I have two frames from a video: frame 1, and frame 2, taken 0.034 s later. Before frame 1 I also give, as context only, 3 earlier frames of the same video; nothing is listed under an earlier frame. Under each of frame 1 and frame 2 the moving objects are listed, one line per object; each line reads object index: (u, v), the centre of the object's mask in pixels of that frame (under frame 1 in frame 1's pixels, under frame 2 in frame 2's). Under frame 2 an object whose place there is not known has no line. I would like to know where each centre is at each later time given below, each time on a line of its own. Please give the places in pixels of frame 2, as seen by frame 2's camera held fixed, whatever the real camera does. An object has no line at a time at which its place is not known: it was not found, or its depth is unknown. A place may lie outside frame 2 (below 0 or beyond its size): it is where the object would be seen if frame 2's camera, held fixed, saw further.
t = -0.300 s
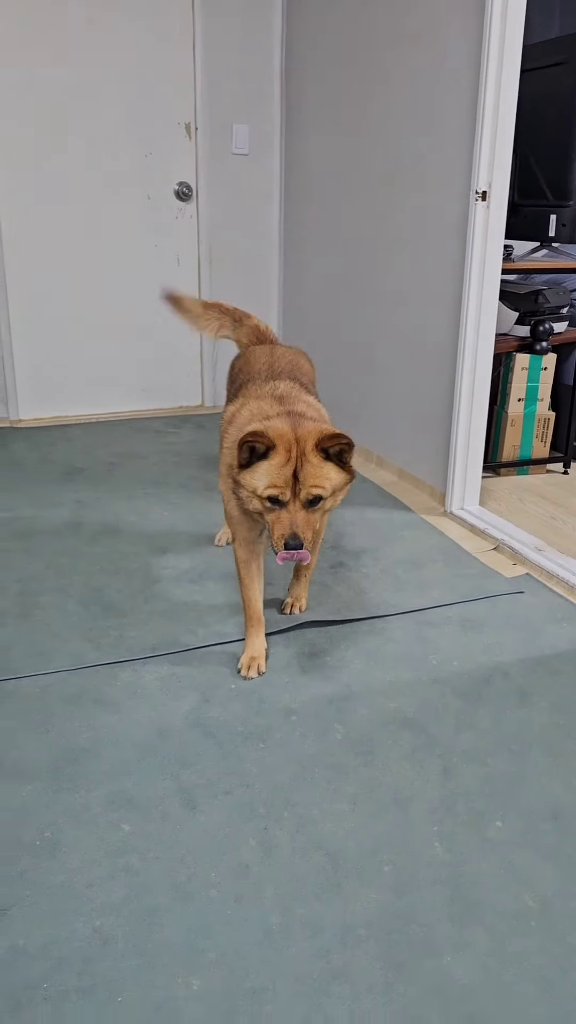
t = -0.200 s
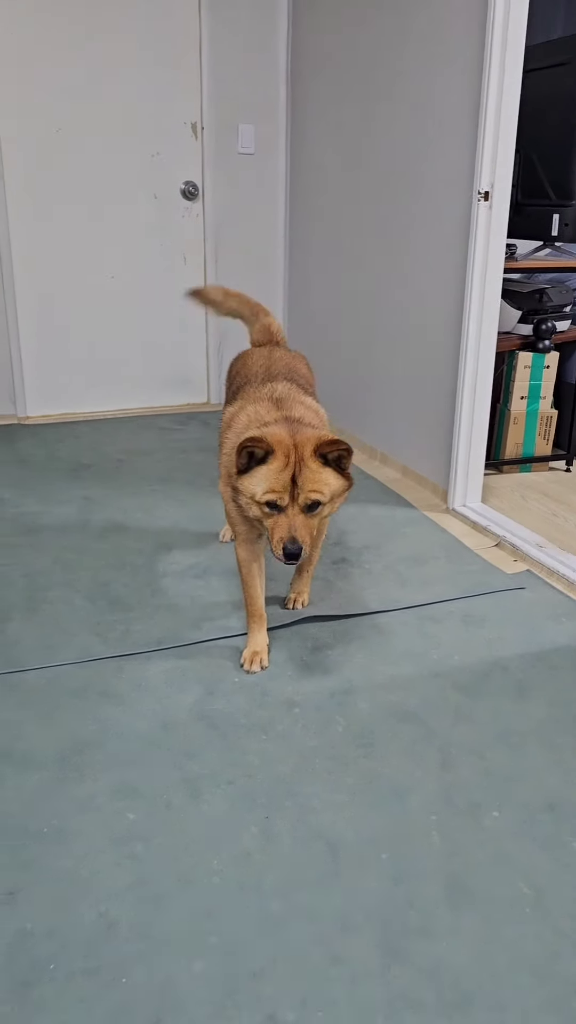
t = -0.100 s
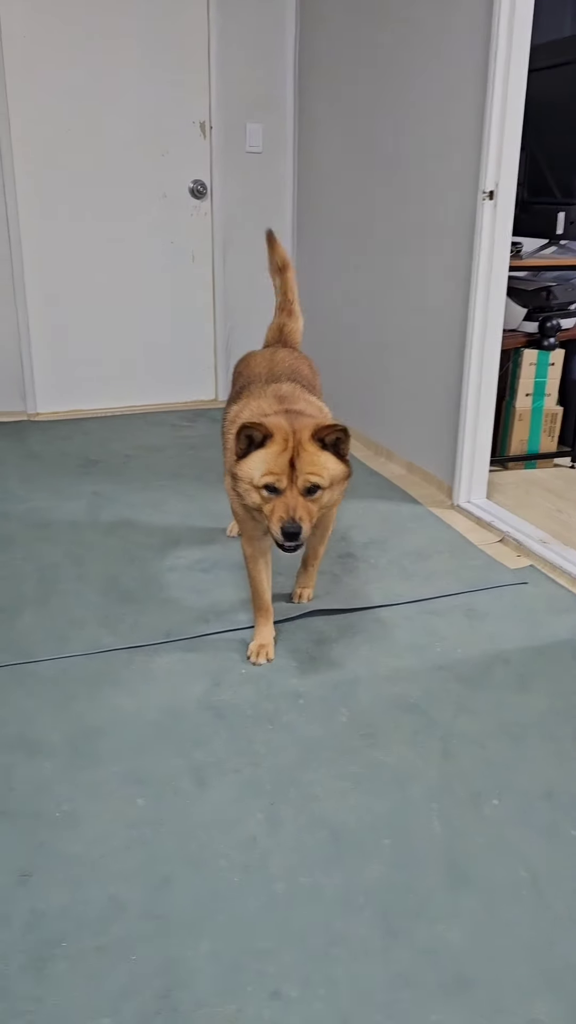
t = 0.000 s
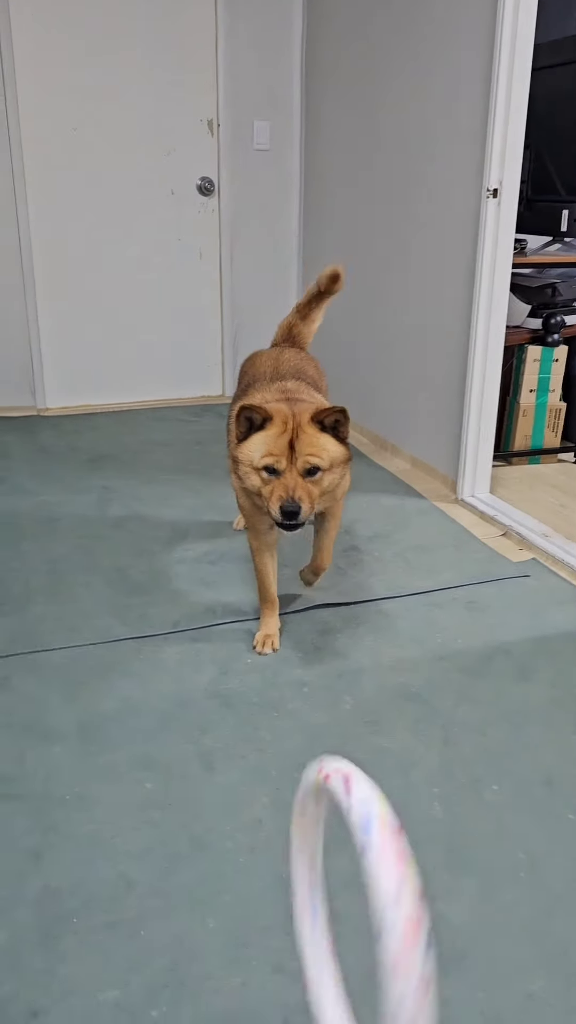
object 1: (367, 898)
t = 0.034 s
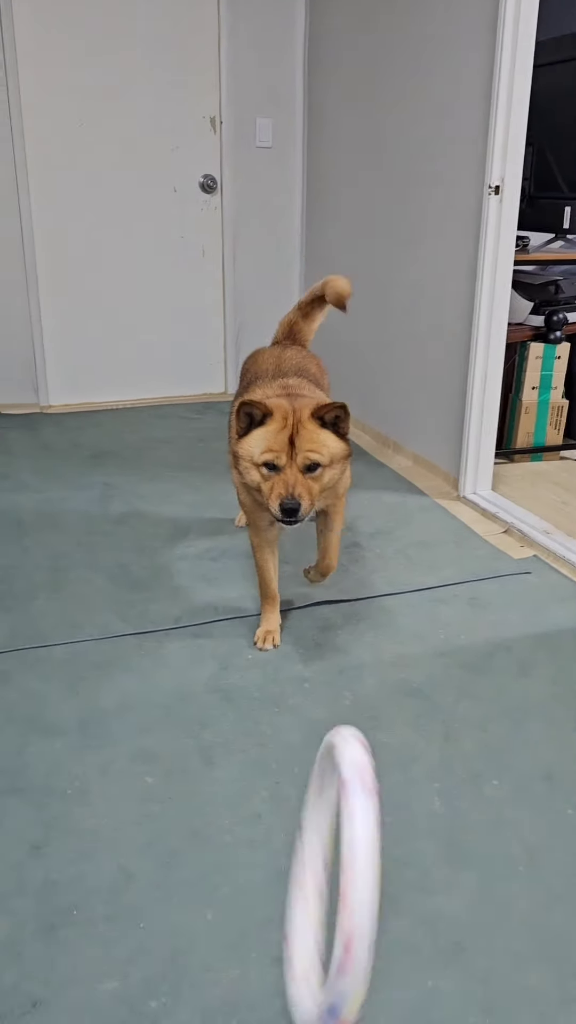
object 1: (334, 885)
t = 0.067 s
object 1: (325, 860)
